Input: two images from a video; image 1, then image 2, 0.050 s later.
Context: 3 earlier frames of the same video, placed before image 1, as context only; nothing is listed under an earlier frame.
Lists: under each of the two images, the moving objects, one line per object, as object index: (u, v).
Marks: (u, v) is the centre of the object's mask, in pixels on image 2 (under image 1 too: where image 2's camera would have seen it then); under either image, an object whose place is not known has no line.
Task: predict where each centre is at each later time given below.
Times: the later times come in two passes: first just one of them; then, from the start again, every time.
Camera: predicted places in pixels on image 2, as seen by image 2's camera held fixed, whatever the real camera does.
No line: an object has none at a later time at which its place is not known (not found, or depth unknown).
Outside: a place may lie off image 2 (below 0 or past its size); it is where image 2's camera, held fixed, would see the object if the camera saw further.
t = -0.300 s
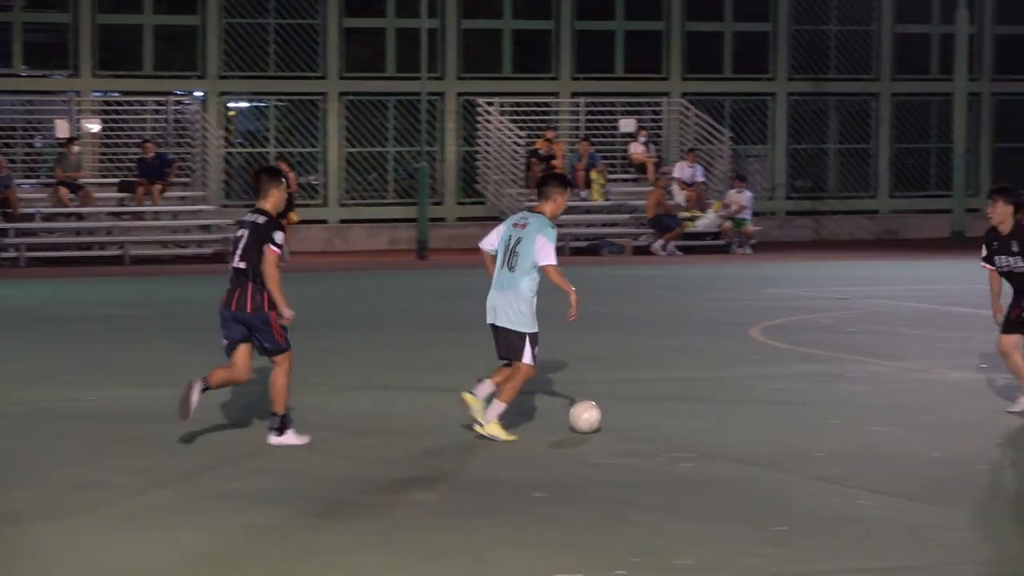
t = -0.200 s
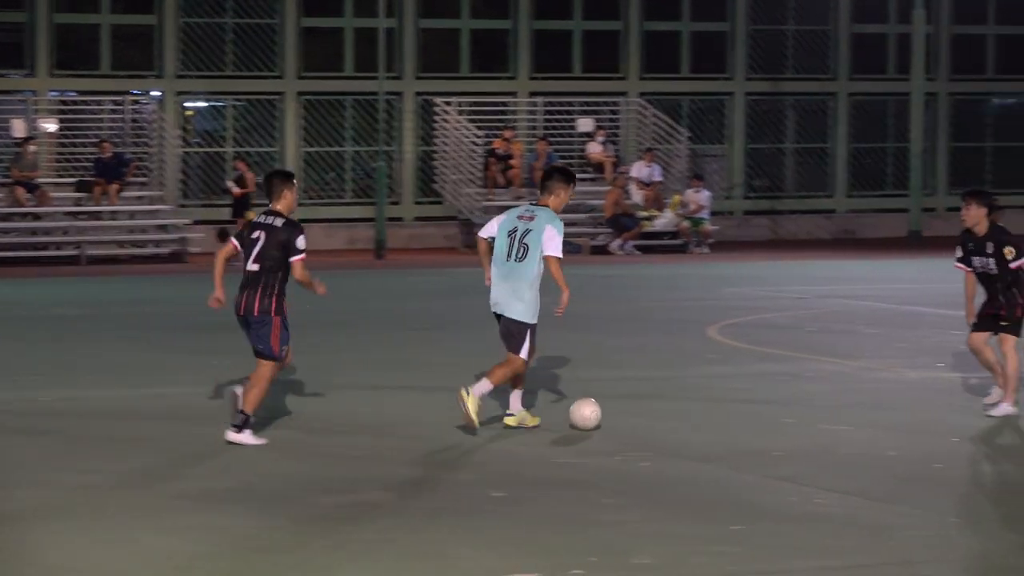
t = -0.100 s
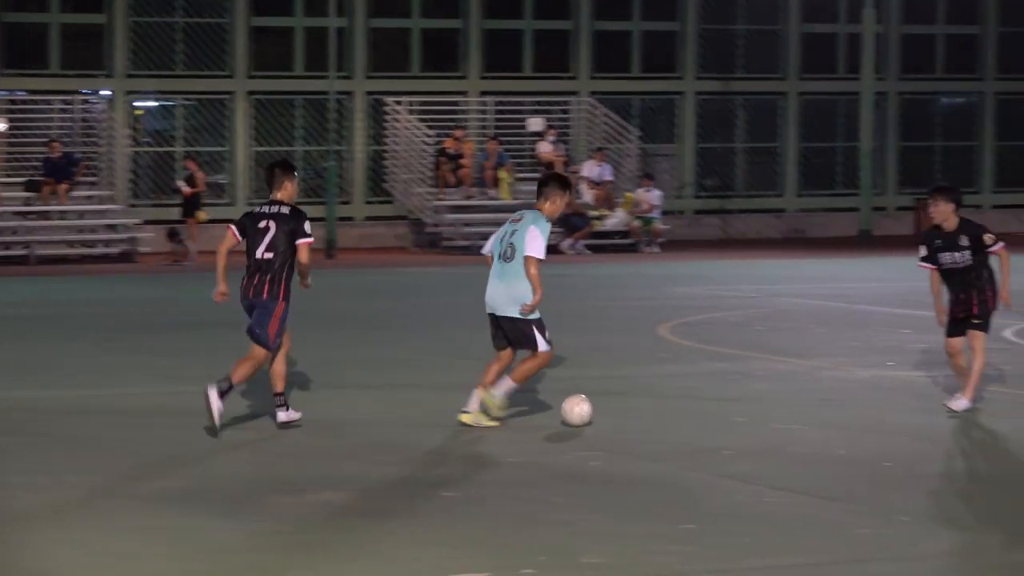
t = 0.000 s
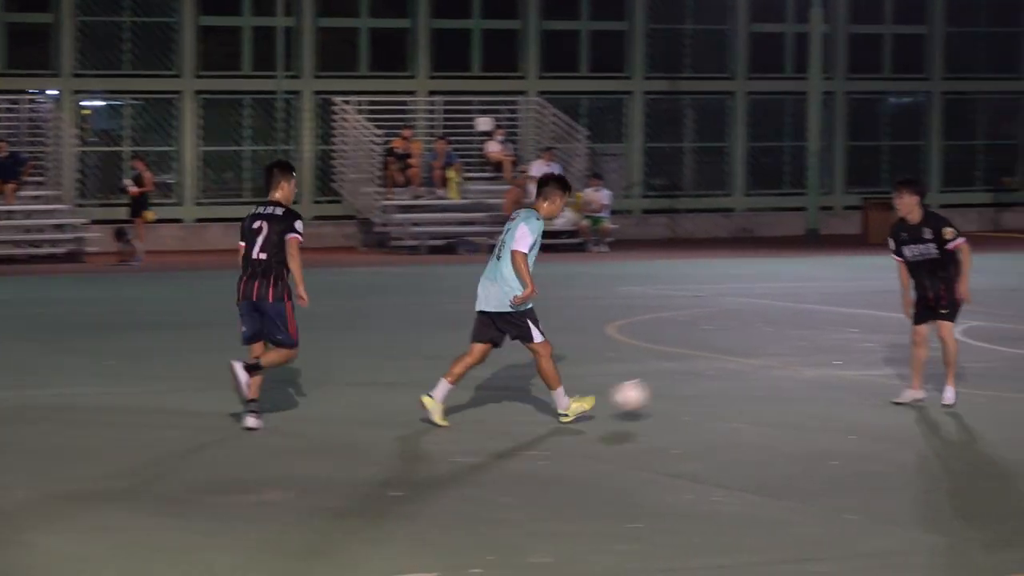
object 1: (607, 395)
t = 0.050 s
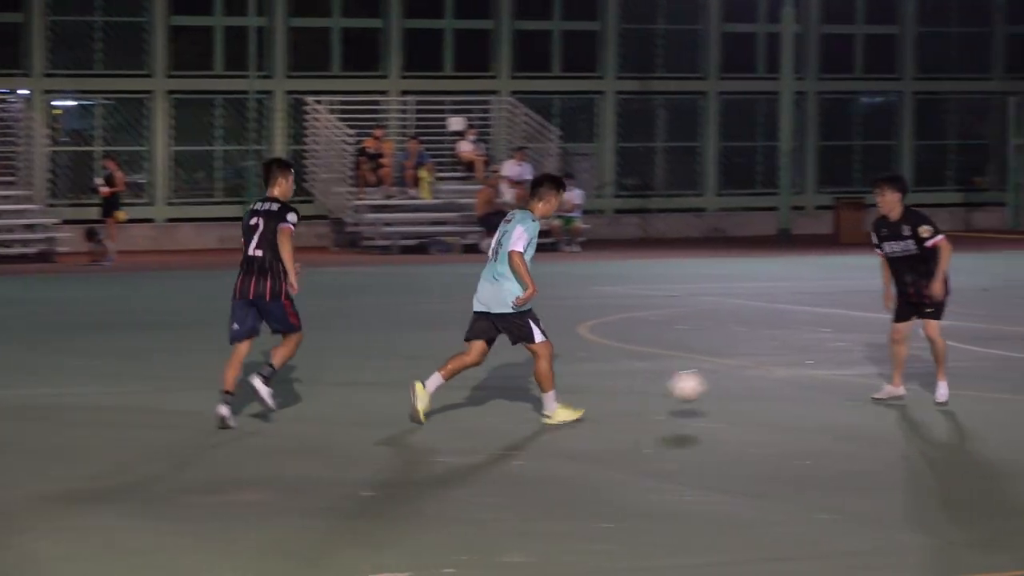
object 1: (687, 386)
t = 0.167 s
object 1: (876, 381)
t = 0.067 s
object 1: (712, 383)
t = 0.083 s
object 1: (740, 382)
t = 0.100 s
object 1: (768, 381)
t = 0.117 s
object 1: (797, 380)
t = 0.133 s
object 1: (823, 380)
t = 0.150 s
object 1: (850, 380)
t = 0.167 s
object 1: (876, 381)
